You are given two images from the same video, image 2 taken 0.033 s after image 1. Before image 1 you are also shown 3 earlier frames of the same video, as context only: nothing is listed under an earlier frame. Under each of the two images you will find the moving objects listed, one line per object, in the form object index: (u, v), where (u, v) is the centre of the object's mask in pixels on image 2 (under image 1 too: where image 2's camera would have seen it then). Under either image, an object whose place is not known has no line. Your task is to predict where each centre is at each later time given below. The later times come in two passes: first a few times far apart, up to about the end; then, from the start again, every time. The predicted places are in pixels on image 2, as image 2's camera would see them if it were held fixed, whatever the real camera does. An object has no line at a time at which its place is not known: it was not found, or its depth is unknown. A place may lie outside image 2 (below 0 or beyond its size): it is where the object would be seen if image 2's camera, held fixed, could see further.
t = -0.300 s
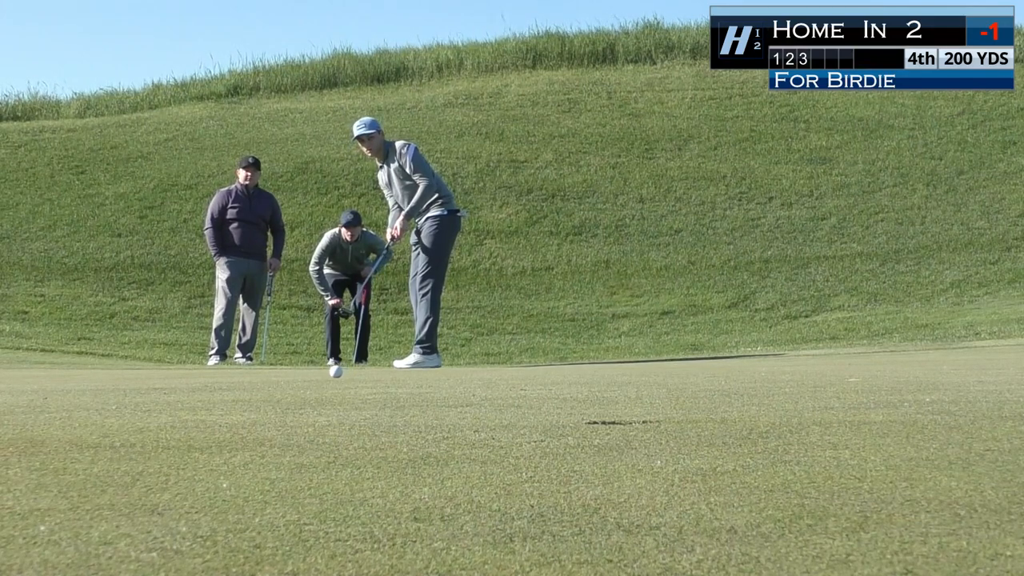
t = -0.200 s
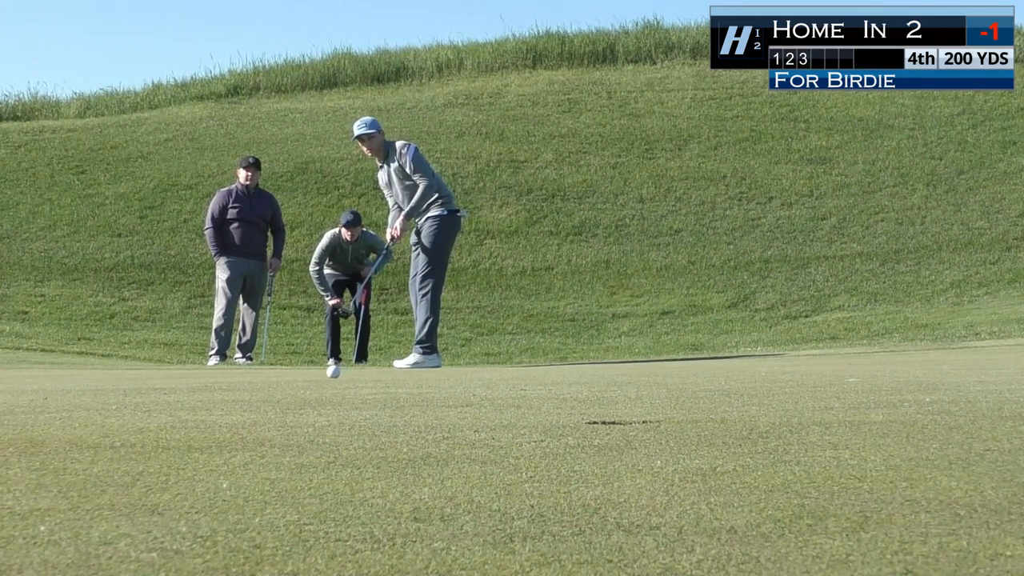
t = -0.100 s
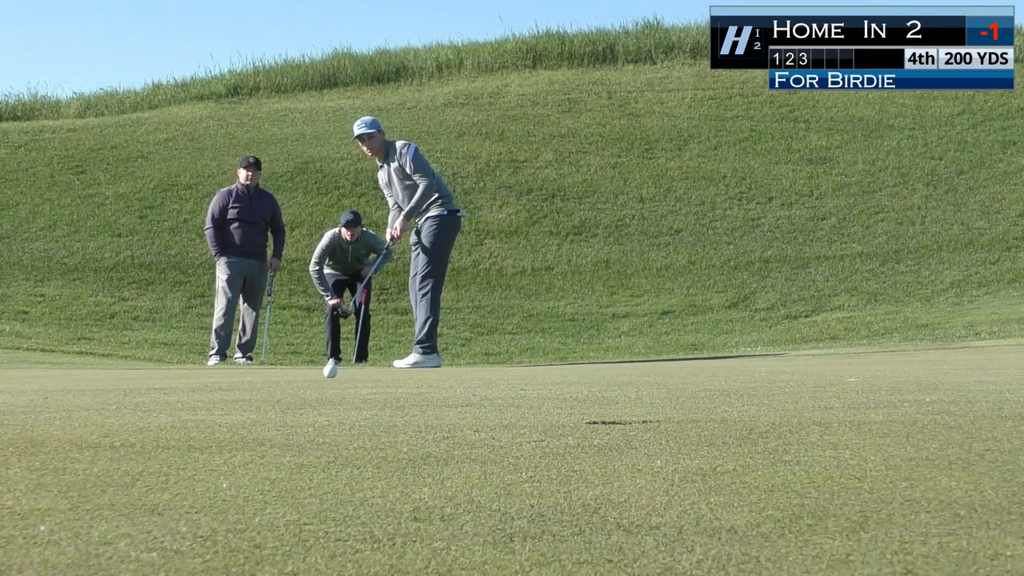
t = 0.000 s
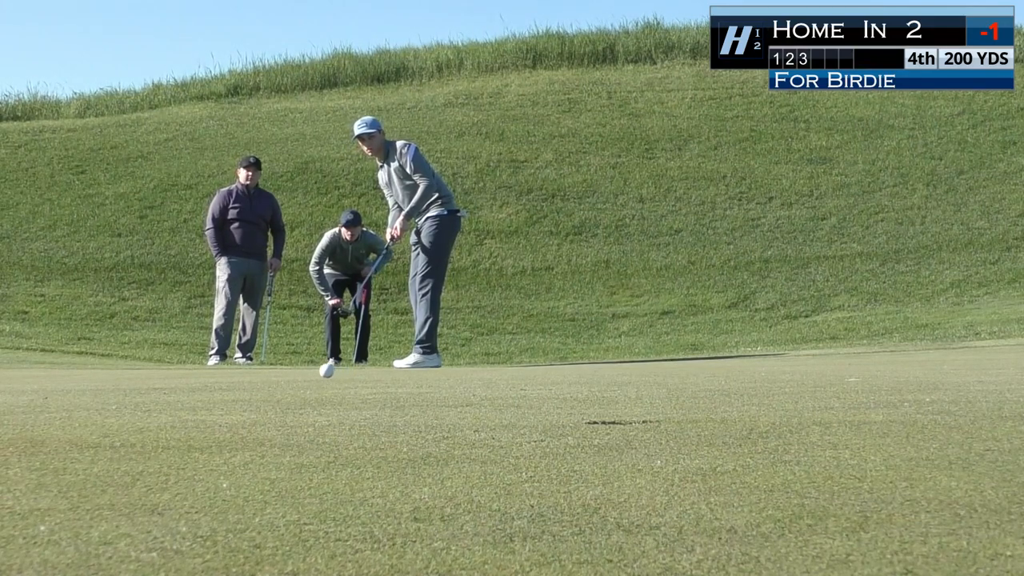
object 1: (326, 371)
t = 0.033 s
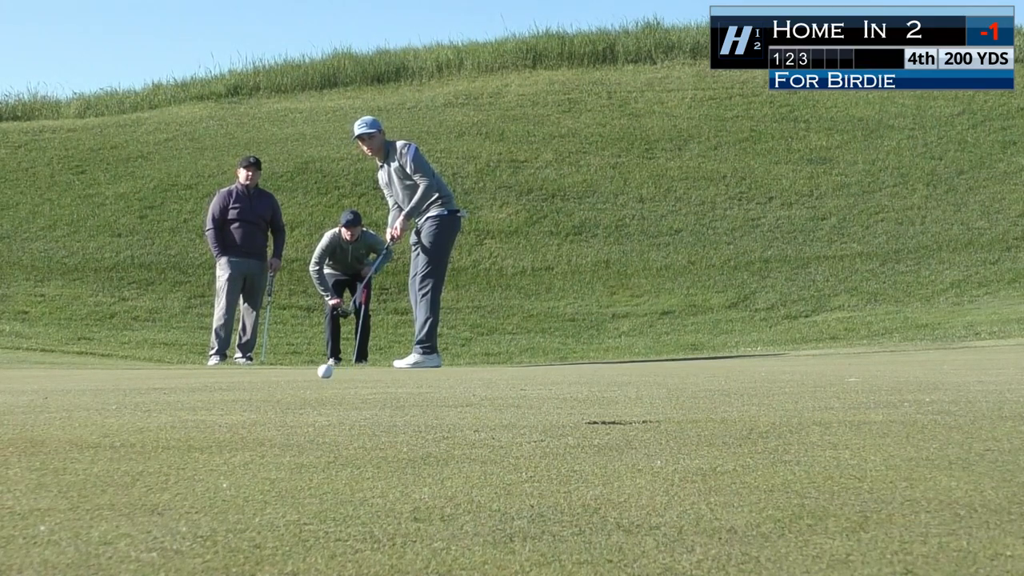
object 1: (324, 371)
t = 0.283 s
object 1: (311, 371)
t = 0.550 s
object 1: (293, 374)
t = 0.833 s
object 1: (269, 377)
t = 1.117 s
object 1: (238, 383)
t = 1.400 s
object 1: (202, 391)
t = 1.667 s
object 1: (157, 402)
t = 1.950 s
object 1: (96, 422)
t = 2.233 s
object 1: (17, 450)
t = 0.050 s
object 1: (324, 371)
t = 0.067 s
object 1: (323, 371)
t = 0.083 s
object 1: (322, 371)
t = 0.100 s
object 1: (321, 371)
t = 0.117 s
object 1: (321, 371)
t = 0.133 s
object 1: (319, 371)
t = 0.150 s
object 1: (318, 371)
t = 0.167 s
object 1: (317, 371)
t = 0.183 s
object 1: (316, 371)
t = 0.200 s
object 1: (316, 371)
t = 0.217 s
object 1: (315, 371)
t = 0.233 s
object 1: (314, 371)
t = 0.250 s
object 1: (313, 371)
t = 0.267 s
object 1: (312, 371)
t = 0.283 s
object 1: (311, 371)
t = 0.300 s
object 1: (310, 371)
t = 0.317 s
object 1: (309, 371)
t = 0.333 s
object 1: (308, 371)
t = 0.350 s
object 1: (307, 372)
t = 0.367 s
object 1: (306, 372)
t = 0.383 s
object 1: (305, 372)
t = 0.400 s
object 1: (303, 372)
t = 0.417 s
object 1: (302, 372)
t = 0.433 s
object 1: (301, 372)
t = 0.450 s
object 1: (301, 372)
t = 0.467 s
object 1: (299, 373)
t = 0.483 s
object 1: (298, 373)
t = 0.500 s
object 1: (297, 373)
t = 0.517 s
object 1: (295, 373)
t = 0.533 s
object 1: (294, 373)
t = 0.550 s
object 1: (293, 374)
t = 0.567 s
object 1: (292, 374)
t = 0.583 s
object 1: (290, 374)
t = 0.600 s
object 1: (289, 374)
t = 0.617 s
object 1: (288, 374)
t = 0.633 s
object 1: (286, 374)
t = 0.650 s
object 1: (285, 374)
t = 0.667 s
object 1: (284, 374)
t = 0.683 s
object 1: (282, 375)
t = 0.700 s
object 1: (281, 375)
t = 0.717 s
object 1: (279, 375)
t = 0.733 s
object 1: (278, 375)
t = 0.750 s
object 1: (277, 375)
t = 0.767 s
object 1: (275, 376)
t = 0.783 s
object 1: (274, 376)
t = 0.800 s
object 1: (272, 376)
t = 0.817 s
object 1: (270, 376)
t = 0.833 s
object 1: (269, 377)
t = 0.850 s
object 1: (267, 377)
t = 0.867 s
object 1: (266, 377)
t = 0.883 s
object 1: (264, 378)
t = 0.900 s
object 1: (262, 378)
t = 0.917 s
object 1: (261, 378)
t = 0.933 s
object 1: (259, 379)
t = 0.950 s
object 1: (257, 379)
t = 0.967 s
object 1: (255, 380)
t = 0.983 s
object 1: (253, 379)
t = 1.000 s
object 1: (251, 380)
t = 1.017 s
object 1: (249, 381)
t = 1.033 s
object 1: (248, 380)
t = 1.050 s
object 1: (246, 381)
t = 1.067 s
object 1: (244, 382)
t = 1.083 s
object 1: (242, 381)
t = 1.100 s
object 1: (240, 381)
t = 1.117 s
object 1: (238, 383)
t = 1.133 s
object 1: (236, 383)
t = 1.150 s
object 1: (234, 383)
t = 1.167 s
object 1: (232, 383)
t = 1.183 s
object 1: (230, 385)
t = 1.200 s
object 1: (228, 384)
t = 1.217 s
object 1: (226, 384)
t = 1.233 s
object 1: (224, 386)
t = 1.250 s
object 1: (222, 386)
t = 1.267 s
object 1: (220, 386)
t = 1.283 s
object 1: (218, 387)
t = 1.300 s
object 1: (216, 387)
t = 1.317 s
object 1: (214, 388)
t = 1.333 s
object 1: (212, 389)
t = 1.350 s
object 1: (209, 389)
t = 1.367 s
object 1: (207, 390)
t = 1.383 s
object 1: (205, 391)
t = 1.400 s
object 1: (202, 391)
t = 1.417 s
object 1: (200, 392)
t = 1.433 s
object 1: (198, 392)
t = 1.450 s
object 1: (195, 393)
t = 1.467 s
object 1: (192, 394)
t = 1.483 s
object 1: (190, 394)
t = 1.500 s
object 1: (187, 395)
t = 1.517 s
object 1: (184, 396)
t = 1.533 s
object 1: (182, 397)
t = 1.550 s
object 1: (178, 397)
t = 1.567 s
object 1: (176, 397)
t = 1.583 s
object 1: (173, 399)
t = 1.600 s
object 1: (170, 399)
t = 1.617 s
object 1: (167, 399)
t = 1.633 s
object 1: (163, 401)
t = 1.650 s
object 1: (160, 402)
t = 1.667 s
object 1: (157, 402)
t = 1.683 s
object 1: (154, 404)
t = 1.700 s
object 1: (151, 405)
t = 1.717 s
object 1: (148, 405)
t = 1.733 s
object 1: (145, 407)
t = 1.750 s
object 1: (141, 408)
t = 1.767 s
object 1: (137, 409)
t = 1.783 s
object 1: (134, 410)
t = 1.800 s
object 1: (131, 411)
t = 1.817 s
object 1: (127, 412)
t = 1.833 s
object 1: (123, 413)
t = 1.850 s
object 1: (120, 414)
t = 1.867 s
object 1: (116, 416)
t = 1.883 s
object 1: (112, 417)
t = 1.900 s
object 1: (108, 419)
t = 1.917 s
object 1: (104, 419)
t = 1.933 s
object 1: (100, 420)
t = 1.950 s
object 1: (96, 422)
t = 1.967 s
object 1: (92, 423)
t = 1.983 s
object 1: (88, 424)
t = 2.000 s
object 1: (83, 427)
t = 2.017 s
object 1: (79, 428)
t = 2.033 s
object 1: (75, 429)
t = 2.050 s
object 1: (70, 431)
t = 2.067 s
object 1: (65, 432)
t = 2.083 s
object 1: (60, 434)
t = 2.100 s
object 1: (55, 436)
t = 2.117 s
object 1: (50, 438)
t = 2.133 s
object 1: (46, 439)
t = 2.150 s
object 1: (41, 441)
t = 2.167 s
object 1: (35, 443)
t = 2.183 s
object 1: (30, 444)
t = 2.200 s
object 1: (25, 446)
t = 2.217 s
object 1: (20, 448)
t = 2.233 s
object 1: (17, 450)
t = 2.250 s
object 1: (15, 452)
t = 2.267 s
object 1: (11, 453)
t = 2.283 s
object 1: (9, 456)
